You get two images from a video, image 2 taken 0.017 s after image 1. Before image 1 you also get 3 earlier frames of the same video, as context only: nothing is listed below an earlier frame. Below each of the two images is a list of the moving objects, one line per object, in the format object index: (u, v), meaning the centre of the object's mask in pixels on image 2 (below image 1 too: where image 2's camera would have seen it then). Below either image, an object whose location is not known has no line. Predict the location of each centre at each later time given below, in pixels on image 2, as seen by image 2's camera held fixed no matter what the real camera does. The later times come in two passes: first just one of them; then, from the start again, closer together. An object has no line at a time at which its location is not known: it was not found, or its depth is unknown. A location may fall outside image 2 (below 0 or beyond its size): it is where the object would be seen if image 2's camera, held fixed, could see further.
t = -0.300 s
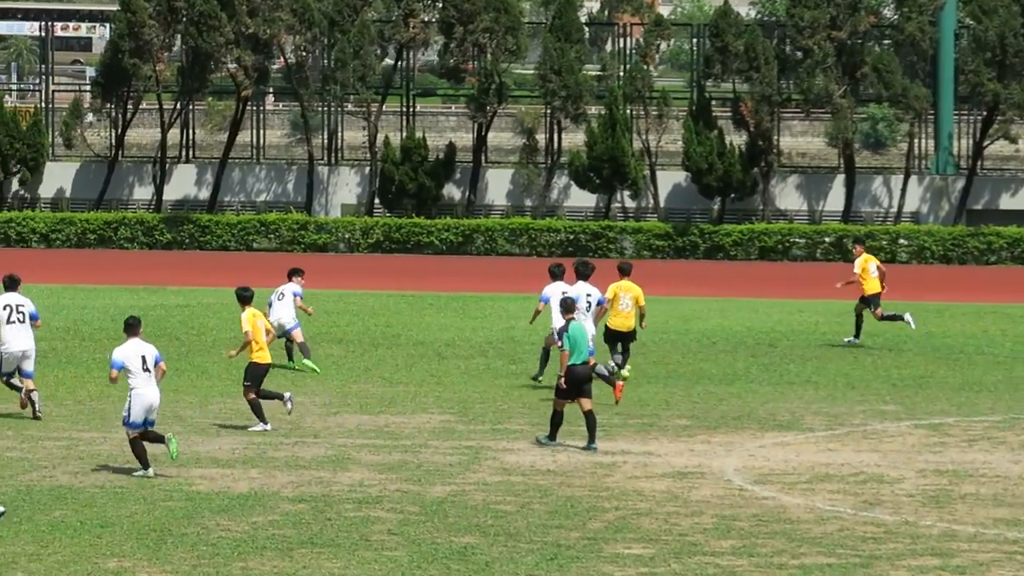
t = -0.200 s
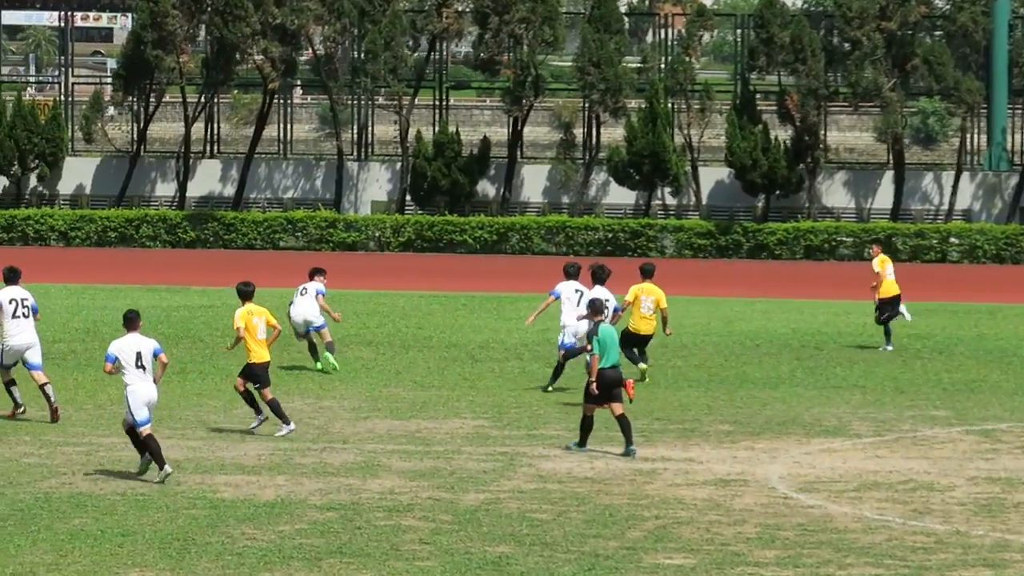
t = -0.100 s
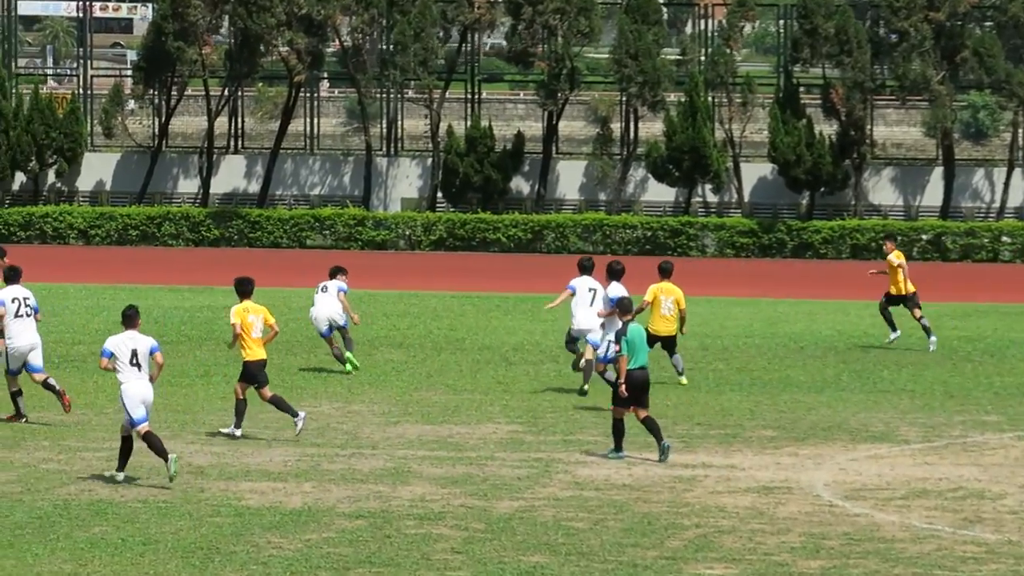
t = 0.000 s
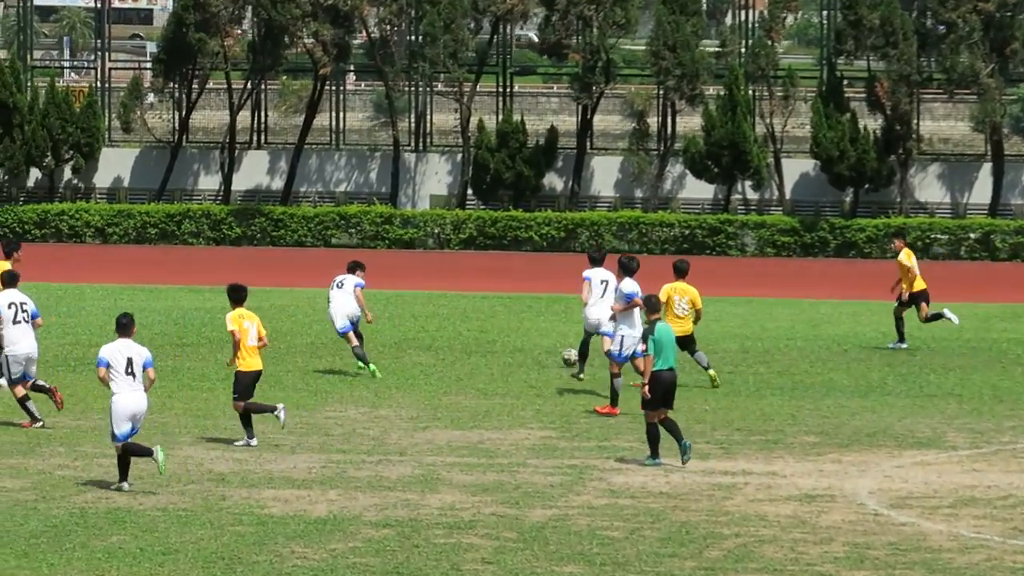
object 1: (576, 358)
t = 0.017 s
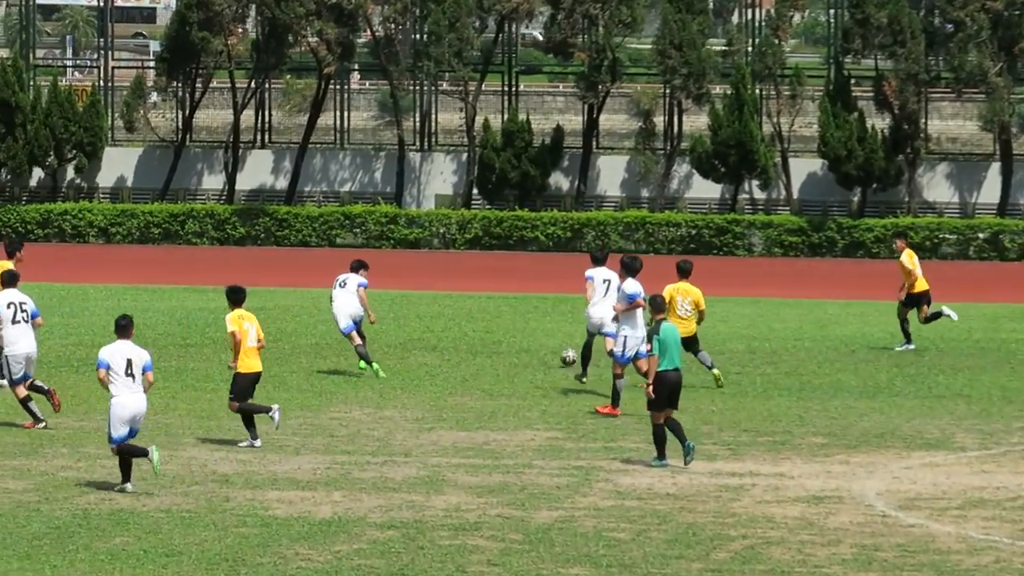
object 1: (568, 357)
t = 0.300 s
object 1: (458, 347)
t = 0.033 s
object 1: (561, 358)
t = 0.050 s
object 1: (553, 357)
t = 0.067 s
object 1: (546, 357)
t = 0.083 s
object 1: (539, 356)
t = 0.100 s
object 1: (531, 357)
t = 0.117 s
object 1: (525, 356)
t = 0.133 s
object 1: (519, 355)
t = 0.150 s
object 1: (512, 355)
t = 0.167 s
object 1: (506, 354)
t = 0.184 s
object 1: (499, 354)
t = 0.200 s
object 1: (493, 352)
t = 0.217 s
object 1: (487, 354)
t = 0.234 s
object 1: (480, 351)
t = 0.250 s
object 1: (475, 351)
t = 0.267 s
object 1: (469, 351)
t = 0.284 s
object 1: (464, 349)
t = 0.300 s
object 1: (458, 347)
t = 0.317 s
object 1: (453, 352)
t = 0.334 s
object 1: (448, 351)
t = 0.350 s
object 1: (443, 351)
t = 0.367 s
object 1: (438, 351)
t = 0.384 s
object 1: (433, 350)
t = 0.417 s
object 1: (424, 348)
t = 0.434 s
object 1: (420, 347)
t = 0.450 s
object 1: (416, 346)
